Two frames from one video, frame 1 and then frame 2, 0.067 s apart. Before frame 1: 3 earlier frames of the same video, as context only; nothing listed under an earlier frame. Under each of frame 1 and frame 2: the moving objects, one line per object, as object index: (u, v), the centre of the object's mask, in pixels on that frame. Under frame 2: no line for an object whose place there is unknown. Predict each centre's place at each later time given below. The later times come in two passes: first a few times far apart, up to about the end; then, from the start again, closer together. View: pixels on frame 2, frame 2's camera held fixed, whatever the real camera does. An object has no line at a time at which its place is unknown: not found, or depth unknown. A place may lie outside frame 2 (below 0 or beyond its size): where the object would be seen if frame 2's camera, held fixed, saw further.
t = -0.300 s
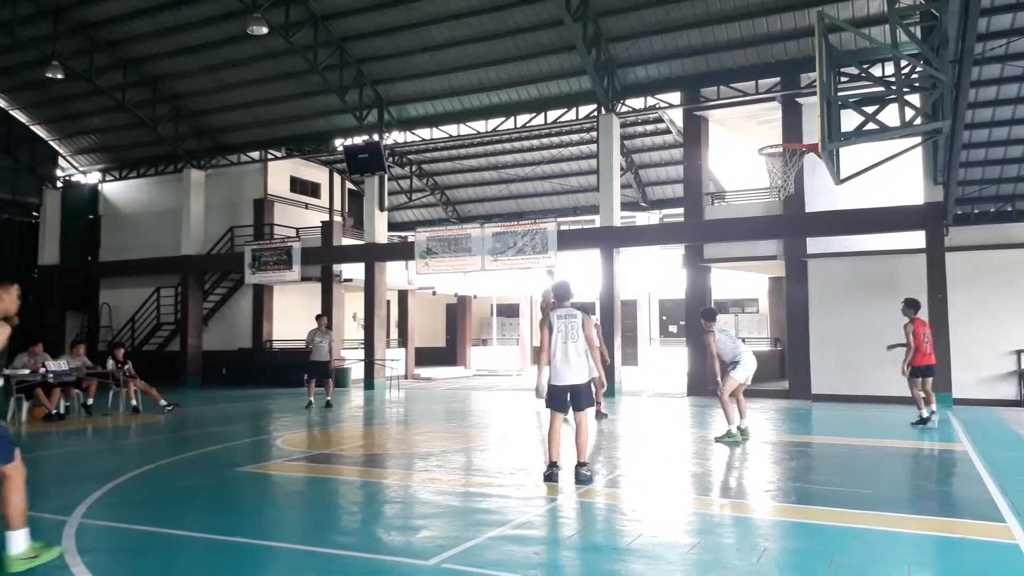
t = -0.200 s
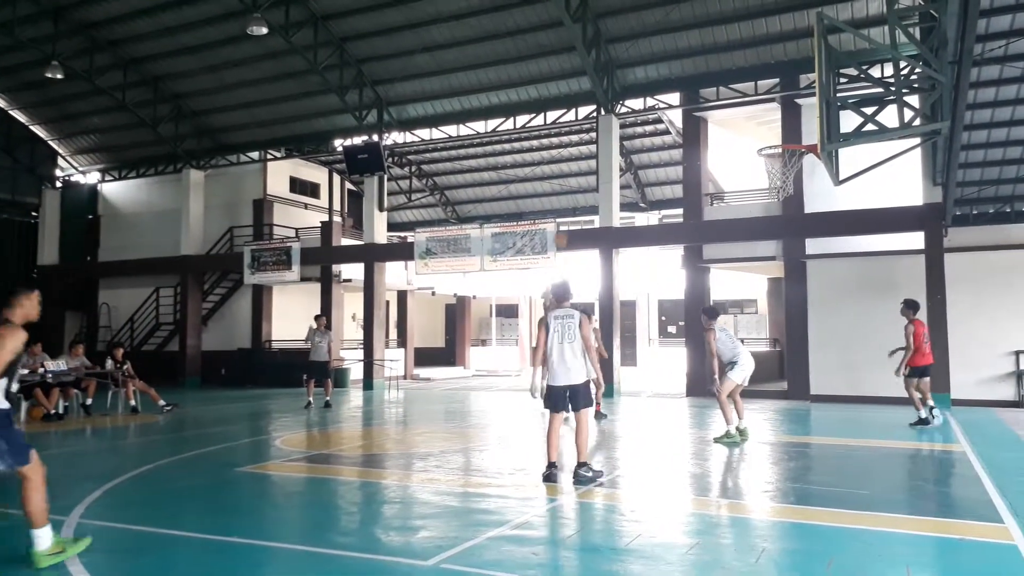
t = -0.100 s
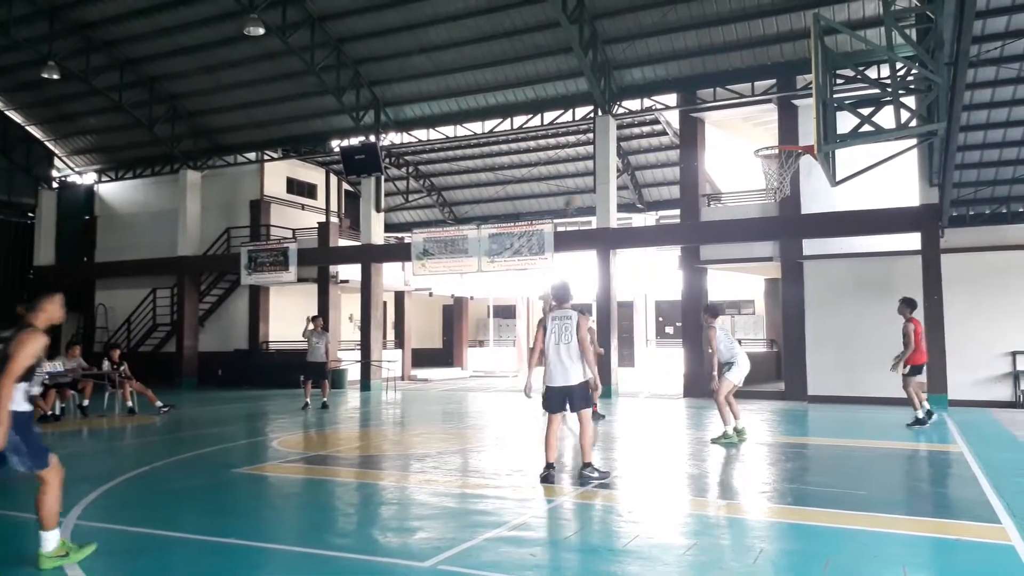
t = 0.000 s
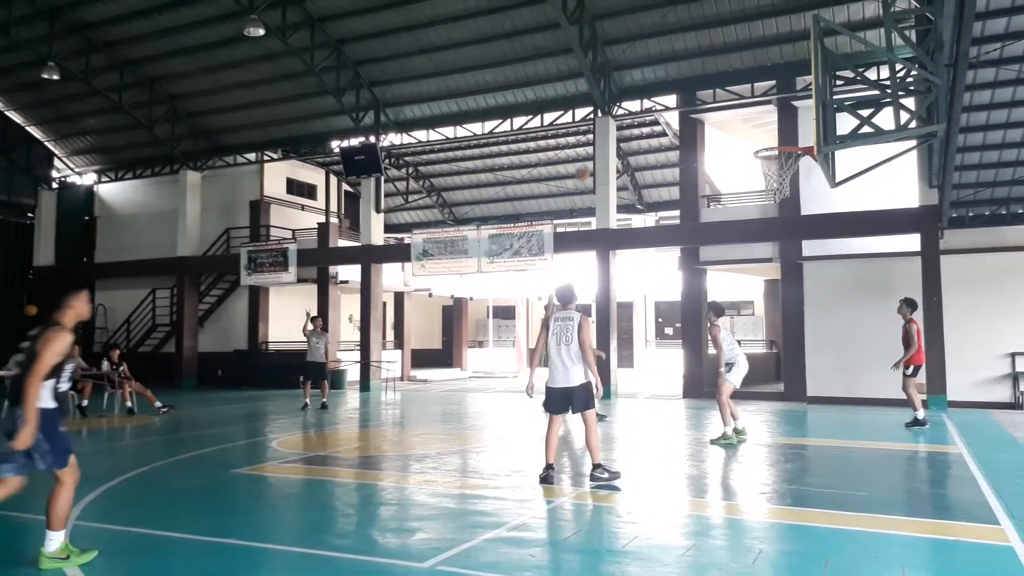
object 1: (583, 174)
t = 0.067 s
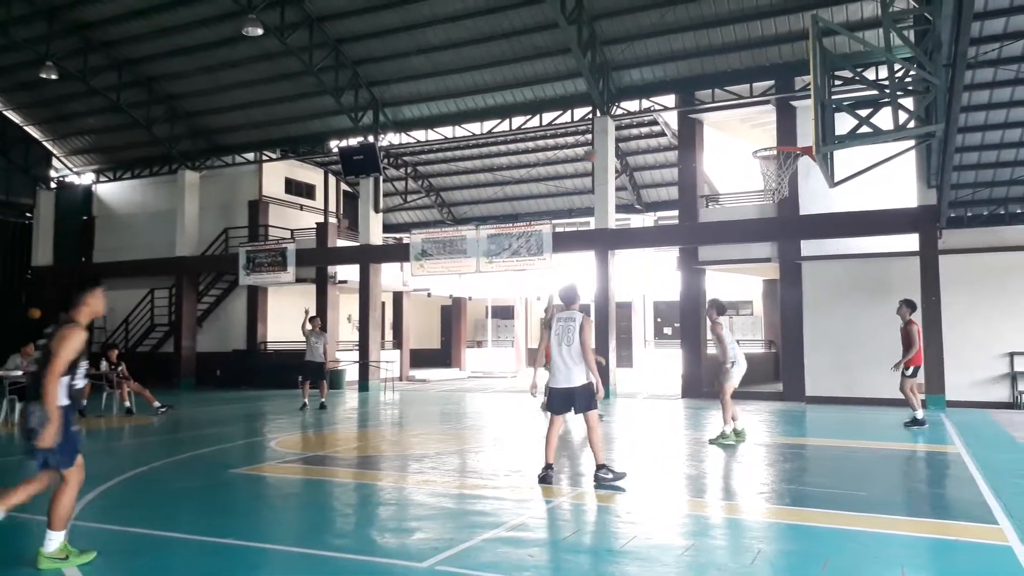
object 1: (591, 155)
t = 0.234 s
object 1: (617, 116)
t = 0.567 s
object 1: (681, 85)
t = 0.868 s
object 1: (758, 130)
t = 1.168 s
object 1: (835, 261)
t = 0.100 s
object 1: (595, 147)
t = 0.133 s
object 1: (600, 137)
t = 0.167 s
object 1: (605, 130)
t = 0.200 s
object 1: (612, 123)
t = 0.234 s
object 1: (617, 116)
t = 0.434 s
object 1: (654, 88)
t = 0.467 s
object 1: (661, 85)
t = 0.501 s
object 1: (667, 85)
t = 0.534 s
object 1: (674, 85)
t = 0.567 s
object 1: (681, 85)
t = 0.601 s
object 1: (688, 88)
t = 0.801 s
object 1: (737, 112)
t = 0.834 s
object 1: (748, 120)
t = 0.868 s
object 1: (758, 130)
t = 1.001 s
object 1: (799, 178)
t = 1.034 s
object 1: (807, 194)
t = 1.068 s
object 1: (814, 214)
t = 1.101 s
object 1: (822, 226)
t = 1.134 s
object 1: (827, 238)
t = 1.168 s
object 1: (835, 261)
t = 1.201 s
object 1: (840, 279)
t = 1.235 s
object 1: (849, 299)
